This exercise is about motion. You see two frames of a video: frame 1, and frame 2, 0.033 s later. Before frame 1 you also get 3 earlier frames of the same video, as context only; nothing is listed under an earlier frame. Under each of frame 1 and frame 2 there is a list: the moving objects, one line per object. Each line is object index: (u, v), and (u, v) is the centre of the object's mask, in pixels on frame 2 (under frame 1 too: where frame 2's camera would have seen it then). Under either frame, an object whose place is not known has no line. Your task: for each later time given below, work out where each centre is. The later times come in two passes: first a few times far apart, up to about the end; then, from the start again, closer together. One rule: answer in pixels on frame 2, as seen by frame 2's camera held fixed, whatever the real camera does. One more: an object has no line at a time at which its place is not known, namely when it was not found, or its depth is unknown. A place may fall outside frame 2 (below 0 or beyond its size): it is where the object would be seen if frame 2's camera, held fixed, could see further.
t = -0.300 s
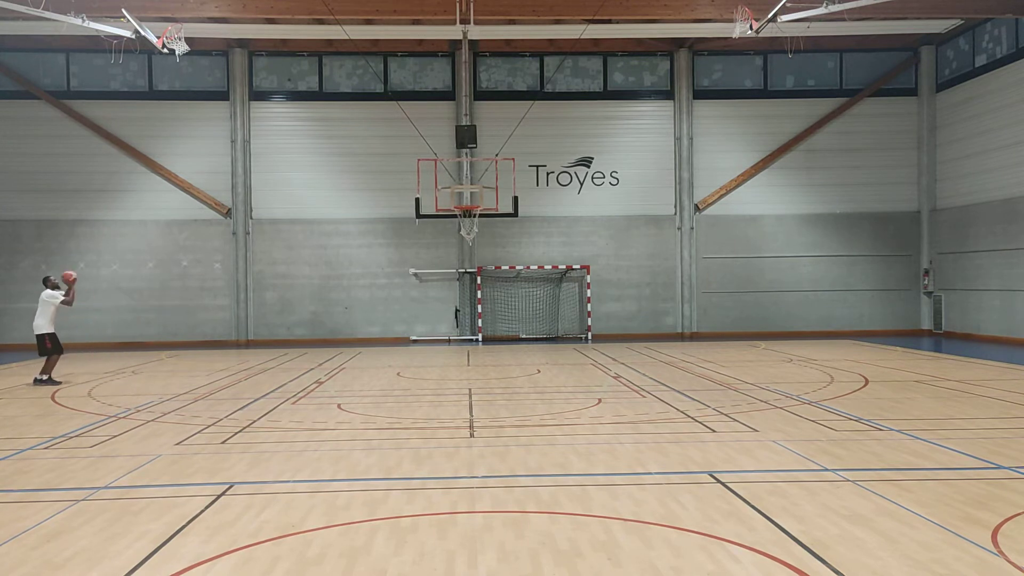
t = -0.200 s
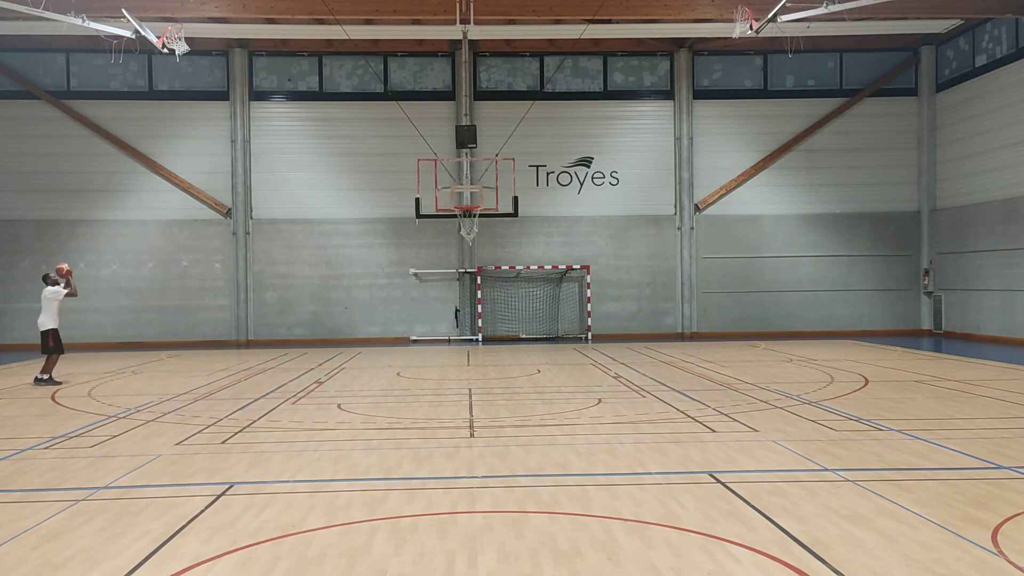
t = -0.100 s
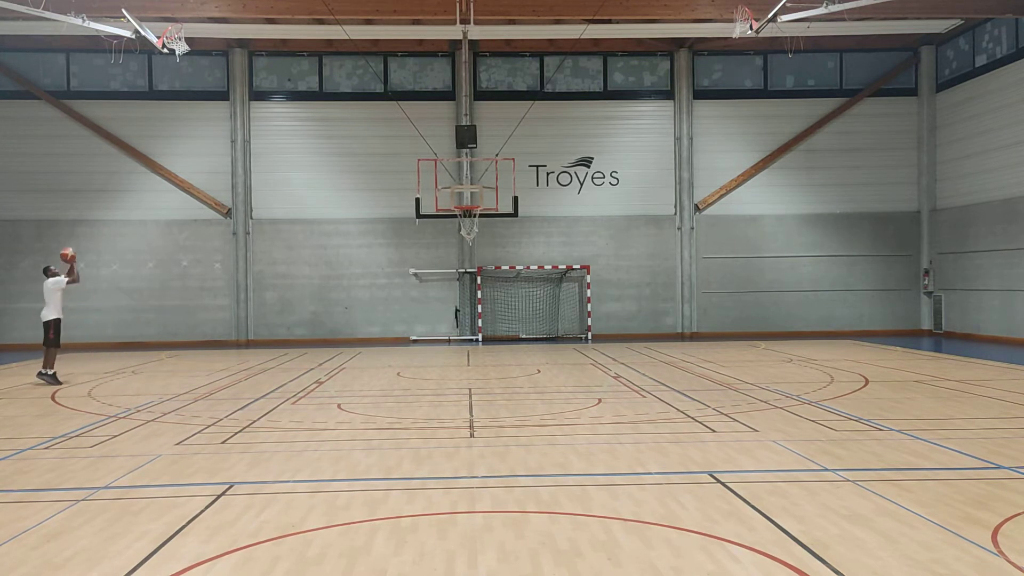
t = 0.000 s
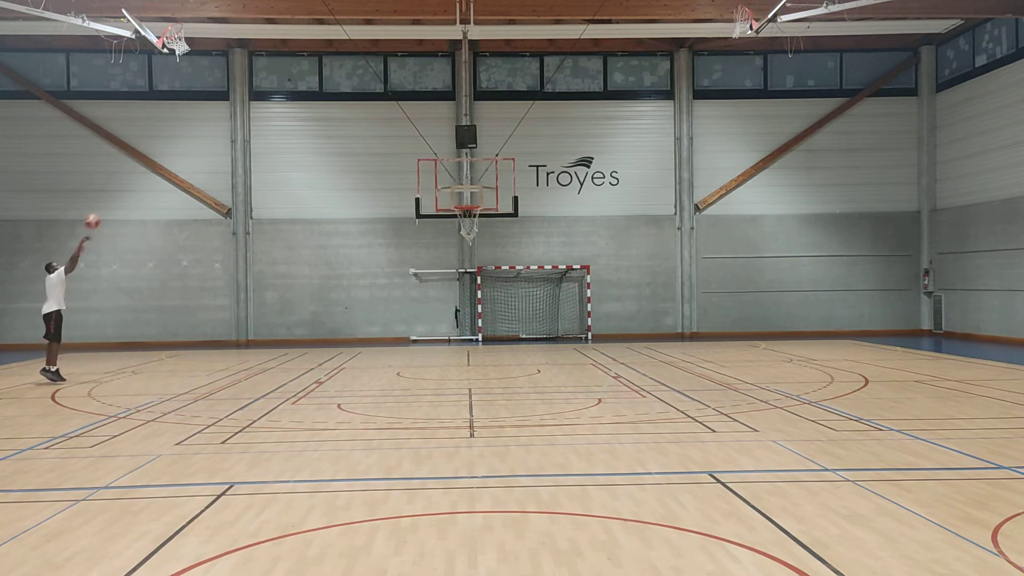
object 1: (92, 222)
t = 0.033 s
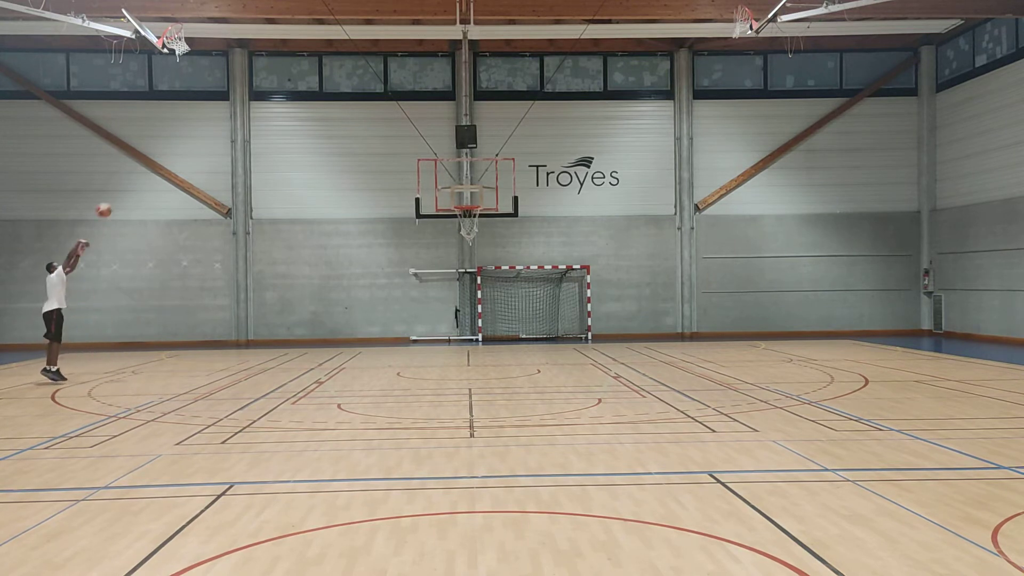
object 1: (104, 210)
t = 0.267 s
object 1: (185, 149)
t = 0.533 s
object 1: (274, 118)
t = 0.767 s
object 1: (350, 123)
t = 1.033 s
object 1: (431, 164)
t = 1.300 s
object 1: (489, 188)
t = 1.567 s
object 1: (519, 188)
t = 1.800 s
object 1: (546, 219)
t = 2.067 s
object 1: (577, 291)
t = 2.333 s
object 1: (607, 346)
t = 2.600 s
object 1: (641, 288)
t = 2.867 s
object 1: (675, 270)
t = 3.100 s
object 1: (706, 285)
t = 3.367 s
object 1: (740, 338)
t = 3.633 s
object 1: (772, 329)
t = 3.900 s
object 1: (802, 306)
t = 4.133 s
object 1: (829, 317)
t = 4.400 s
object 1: (859, 364)
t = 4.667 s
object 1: (888, 330)
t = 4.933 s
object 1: (918, 335)
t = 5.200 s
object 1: (948, 355)
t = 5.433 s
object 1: (973, 339)
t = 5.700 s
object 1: (1002, 359)
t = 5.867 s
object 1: (1019, 351)
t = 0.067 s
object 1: (116, 199)
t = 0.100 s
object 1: (128, 189)
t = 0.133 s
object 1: (140, 180)
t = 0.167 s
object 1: (151, 171)
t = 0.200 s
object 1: (162, 164)
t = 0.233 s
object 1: (174, 156)
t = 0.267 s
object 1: (185, 149)
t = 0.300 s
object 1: (197, 143)
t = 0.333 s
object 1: (208, 138)
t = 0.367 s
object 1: (219, 133)
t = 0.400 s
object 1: (230, 129)
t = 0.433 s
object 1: (240, 125)
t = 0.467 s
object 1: (251, 122)
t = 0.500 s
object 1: (263, 120)
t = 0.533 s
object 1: (274, 118)
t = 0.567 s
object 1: (284, 117)
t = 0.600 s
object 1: (296, 117)
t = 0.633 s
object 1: (307, 117)
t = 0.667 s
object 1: (317, 117)
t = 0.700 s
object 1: (328, 119)
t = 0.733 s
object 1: (339, 120)
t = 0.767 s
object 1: (350, 123)
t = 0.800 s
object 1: (360, 126)
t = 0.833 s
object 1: (370, 130)
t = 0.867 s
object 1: (381, 134)
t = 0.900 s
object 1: (391, 139)
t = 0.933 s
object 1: (401, 144)
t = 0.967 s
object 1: (412, 150)
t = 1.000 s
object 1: (422, 156)
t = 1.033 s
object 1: (431, 164)
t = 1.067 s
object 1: (442, 171)
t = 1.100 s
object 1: (452, 179)
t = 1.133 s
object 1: (462, 189)
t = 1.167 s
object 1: (472, 196)
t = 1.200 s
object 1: (478, 199)
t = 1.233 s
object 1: (482, 195)
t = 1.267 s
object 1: (484, 191)
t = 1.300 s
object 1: (489, 188)
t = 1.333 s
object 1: (492, 186)
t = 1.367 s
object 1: (497, 184)
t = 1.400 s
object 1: (500, 183)
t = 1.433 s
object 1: (504, 183)
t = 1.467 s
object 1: (508, 184)
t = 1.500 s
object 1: (512, 184)
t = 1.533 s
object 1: (516, 186)
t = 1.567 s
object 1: (519, 188)
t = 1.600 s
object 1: (522, 190)
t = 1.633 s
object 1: (527, 194)
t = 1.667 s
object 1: (531, 197)
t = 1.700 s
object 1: (535, 202)
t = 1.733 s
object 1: (539, 207)
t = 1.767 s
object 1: (542, 213)
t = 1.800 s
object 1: (546, 219)
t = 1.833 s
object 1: (550, 226)
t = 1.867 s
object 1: (554, 233)
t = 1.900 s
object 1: (558, 241)
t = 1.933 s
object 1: (561, 250)
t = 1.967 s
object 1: (565, 259)
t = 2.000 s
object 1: (569, 270)
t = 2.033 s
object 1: (573, 279)
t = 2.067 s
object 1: (577, 291)
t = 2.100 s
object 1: (579, 302)
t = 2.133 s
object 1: (583, 315)
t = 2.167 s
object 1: (587, 328)
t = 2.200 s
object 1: (591, 340)
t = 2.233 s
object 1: (595, 355)
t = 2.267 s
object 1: (599, 367)
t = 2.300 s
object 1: (603, 356)
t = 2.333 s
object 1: (607, 346)
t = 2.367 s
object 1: (612, 336)
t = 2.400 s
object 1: (616, 328)
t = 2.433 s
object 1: (620, 320)
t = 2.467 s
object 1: (624, 313)
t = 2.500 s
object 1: (628, 305)
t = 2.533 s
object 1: (632, 299)
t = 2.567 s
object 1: (637, 293)
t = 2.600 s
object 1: (641, 288)
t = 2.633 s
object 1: (646, 284)
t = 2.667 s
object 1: (650, 280)
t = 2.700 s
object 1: (654, 277)
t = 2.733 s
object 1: (659, 274)
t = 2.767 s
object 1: (663, 272)
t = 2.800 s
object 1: (667, 270)
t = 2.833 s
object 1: (671, 270)
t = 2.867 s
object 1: (675, 270)
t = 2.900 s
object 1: (680, 270)
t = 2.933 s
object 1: (684, 271)
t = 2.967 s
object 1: (688, 273)
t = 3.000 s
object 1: (693, 274)
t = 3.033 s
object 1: (697, 277)
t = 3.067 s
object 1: (702, 281)
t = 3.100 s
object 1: (706, 285)
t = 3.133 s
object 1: (710, 289)
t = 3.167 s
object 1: (715, 295)
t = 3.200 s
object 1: (719, 300)
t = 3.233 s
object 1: (723, 307)
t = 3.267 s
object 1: (727, 314)
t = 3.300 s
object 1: (732, 322)
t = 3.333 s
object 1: (736, 330)
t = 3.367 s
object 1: (740, 338)
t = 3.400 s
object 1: (744, 348)
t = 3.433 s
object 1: (749, 358)
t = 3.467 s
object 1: (753, 364)
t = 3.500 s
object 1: (756, 356)
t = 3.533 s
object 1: (761, 348)
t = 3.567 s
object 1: (764, 341)
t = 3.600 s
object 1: (768, 335)
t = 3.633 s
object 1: (772, 329)
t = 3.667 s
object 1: (775, 324)
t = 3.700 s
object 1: (779, 320)
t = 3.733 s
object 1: (783, 316)
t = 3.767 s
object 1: (787, 313)
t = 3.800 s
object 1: (790, 310)
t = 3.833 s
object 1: (794, 308)
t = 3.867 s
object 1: (798, 307)
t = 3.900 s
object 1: (802, 306)
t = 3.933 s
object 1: (805, 305)
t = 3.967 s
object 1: (810, 306)
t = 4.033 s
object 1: (817, 309)
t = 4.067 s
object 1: (821, 311)
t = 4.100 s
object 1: (824, 313)
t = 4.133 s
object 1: (829, 317)
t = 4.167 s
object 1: (833, 321)
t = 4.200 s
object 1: (836, 326)
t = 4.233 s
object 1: (839, 331)
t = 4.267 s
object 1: (843, 337)
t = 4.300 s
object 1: (847, 343)
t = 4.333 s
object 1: (852, 351)
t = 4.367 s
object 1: (855, 358)
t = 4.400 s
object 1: (859, 364)
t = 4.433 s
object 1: (863, 358)
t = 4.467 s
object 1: (867, 353)
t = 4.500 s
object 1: (870, 347)
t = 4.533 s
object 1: (874, 342)
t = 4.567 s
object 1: (877, 338)
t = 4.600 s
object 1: (881, 335)
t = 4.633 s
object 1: (885, 332)
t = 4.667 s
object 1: (888, 330)
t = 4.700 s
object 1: (892, 329)
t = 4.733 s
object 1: (896, 328)
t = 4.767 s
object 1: (899, 327)
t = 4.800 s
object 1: (903, 328)
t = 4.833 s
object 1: (907, 329)
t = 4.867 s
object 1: (911, 330)
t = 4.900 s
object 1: (915, 332)
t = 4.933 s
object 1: (918, 335)
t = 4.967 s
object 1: (922, 338)
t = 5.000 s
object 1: (926, 343)
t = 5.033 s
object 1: (930, 347)
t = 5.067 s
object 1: (934, 353)
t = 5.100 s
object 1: (938, 359)
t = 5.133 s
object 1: (942, 366)
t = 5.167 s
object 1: (945, 360)
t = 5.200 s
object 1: (948, 355)
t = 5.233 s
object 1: (952, 351)
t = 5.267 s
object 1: (955, 347)
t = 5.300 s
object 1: (959, 344)
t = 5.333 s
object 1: (963, 342)
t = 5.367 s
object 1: (966, 340)
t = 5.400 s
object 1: (970, 339)
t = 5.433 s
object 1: (973, 339)
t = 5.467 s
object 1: (976, 339)
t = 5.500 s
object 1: (980, 340)
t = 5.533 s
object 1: (984, 342)
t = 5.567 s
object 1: (988, 344)
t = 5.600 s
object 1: (992, 347)
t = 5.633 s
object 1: (995, 350)
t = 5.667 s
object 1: (999, 355)
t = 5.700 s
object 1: (1002, 359)
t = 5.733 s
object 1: (1006, 365)
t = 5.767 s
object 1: (1010, 361)
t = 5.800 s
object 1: (1013, 357)
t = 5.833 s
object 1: (1017, 354)
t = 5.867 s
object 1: (1019, 351)
